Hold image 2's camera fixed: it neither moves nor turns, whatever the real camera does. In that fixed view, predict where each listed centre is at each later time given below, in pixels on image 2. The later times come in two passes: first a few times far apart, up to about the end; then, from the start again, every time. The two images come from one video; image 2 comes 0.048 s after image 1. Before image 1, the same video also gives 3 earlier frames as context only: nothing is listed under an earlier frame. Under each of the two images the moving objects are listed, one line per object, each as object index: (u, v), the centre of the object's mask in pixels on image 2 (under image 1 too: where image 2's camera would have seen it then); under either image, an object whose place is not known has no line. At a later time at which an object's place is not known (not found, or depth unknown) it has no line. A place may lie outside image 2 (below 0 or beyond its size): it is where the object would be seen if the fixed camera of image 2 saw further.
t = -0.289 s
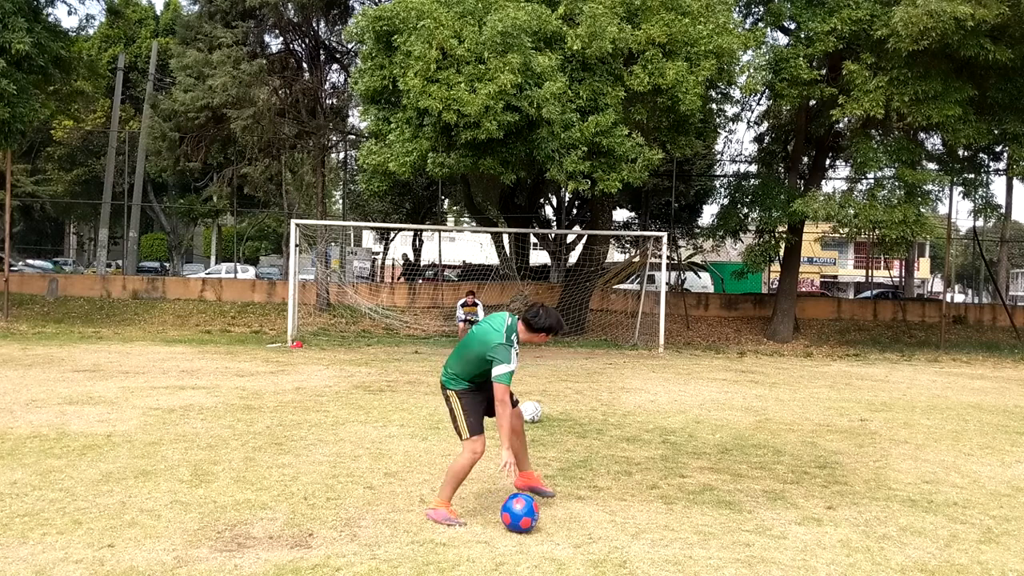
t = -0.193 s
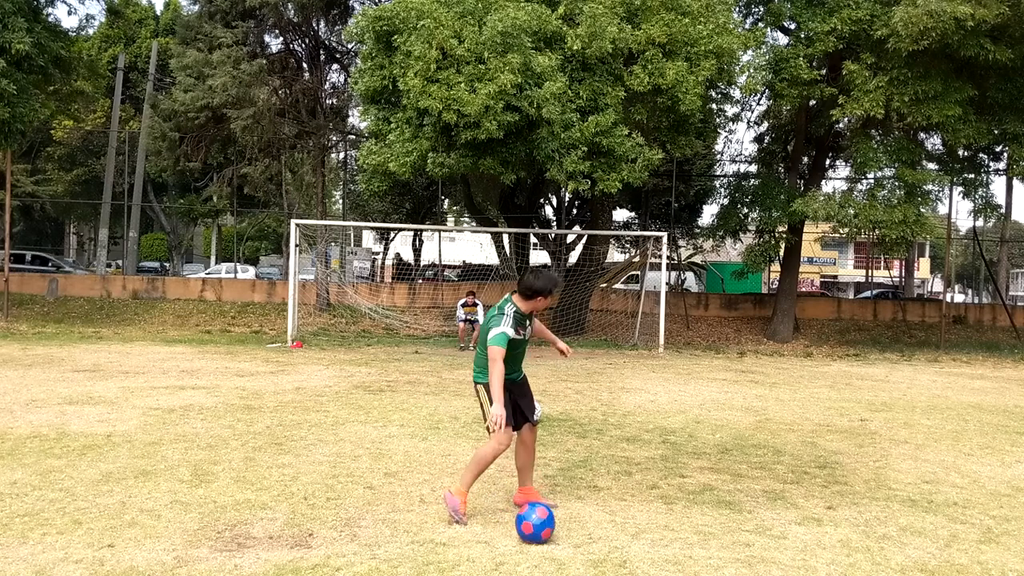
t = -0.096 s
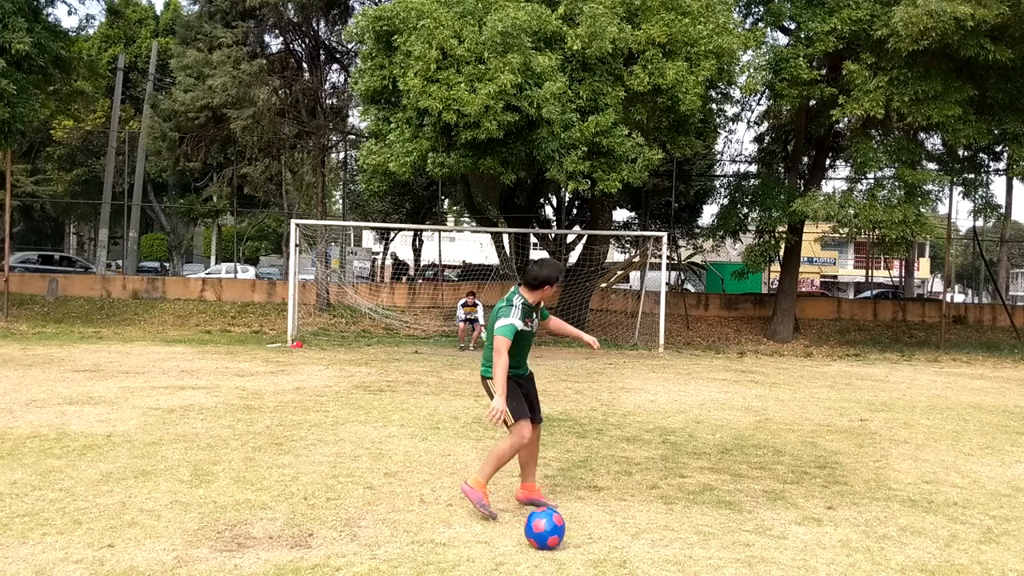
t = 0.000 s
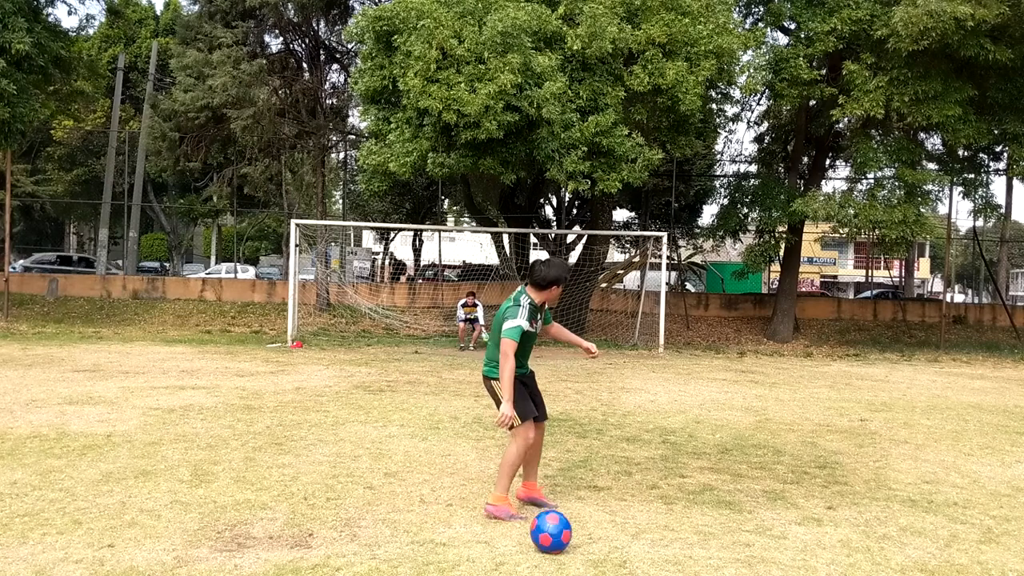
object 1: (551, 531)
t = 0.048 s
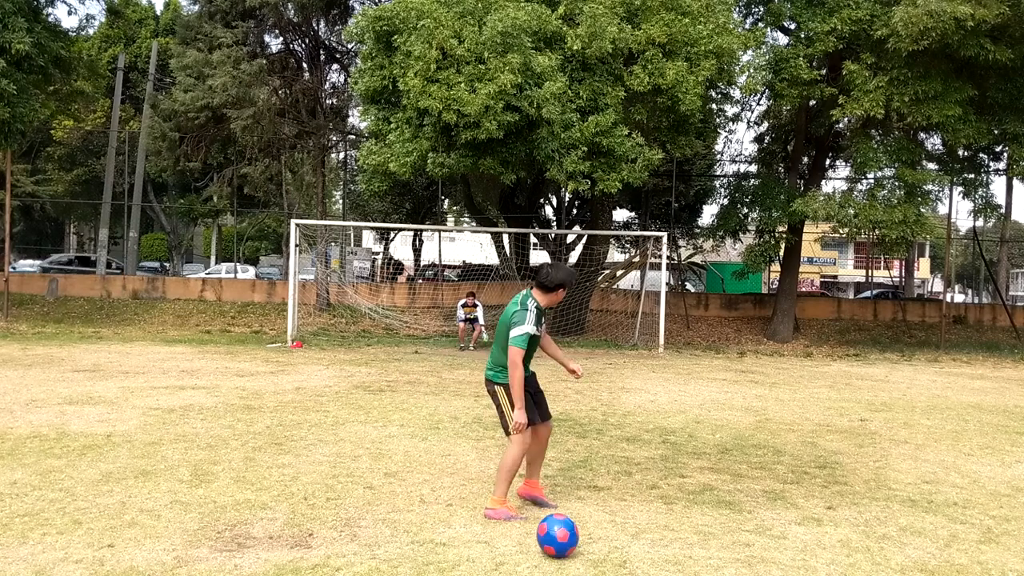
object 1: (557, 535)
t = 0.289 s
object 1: (582, 549)
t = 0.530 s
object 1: (605, 558)
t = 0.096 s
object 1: (561, 537)
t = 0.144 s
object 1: (568, 541)
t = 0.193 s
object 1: (572, 543)
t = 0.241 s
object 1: (579, 547)
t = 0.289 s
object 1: (582, 549)
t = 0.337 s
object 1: (589, 552)
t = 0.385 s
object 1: (593, 553)
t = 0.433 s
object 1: (596, 554)
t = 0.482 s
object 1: (602, 557)
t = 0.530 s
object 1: (605, 558)
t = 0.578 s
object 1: (611, 559)
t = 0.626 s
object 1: (614, 560)
